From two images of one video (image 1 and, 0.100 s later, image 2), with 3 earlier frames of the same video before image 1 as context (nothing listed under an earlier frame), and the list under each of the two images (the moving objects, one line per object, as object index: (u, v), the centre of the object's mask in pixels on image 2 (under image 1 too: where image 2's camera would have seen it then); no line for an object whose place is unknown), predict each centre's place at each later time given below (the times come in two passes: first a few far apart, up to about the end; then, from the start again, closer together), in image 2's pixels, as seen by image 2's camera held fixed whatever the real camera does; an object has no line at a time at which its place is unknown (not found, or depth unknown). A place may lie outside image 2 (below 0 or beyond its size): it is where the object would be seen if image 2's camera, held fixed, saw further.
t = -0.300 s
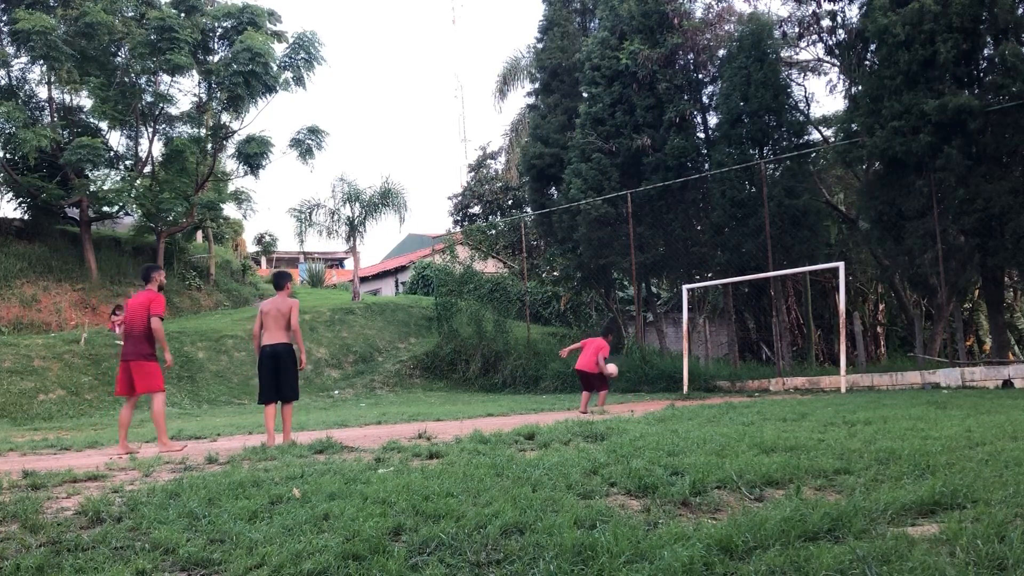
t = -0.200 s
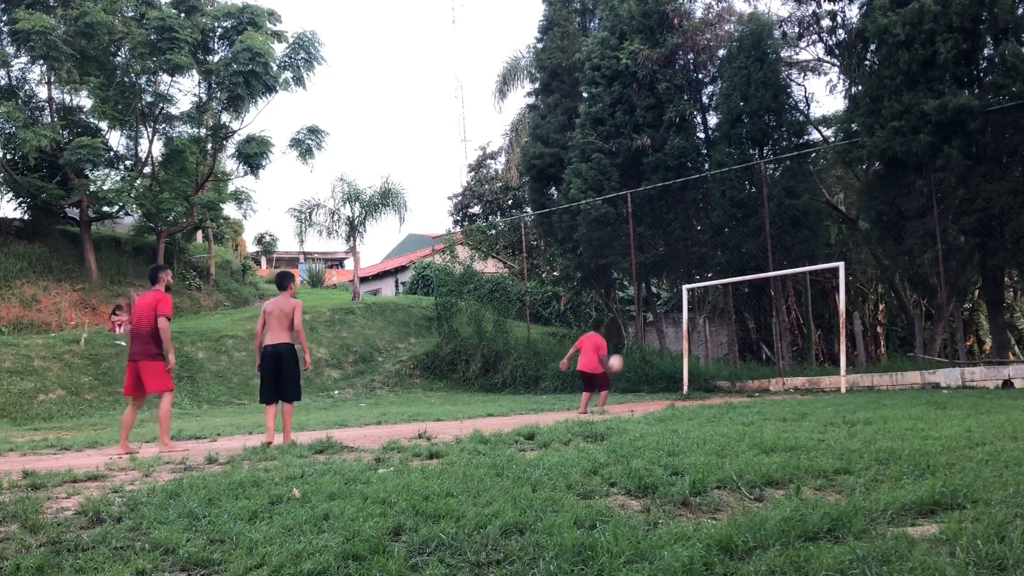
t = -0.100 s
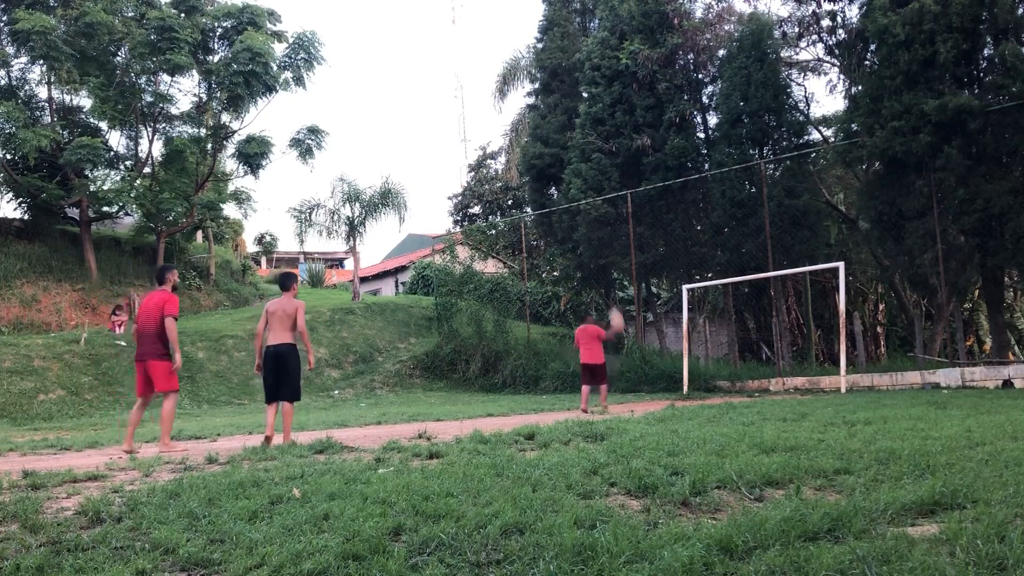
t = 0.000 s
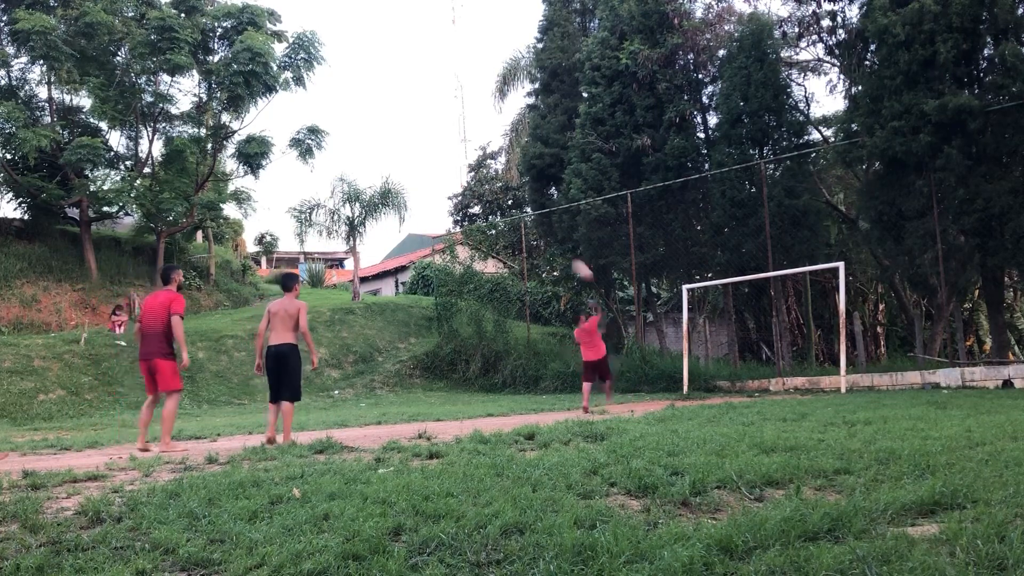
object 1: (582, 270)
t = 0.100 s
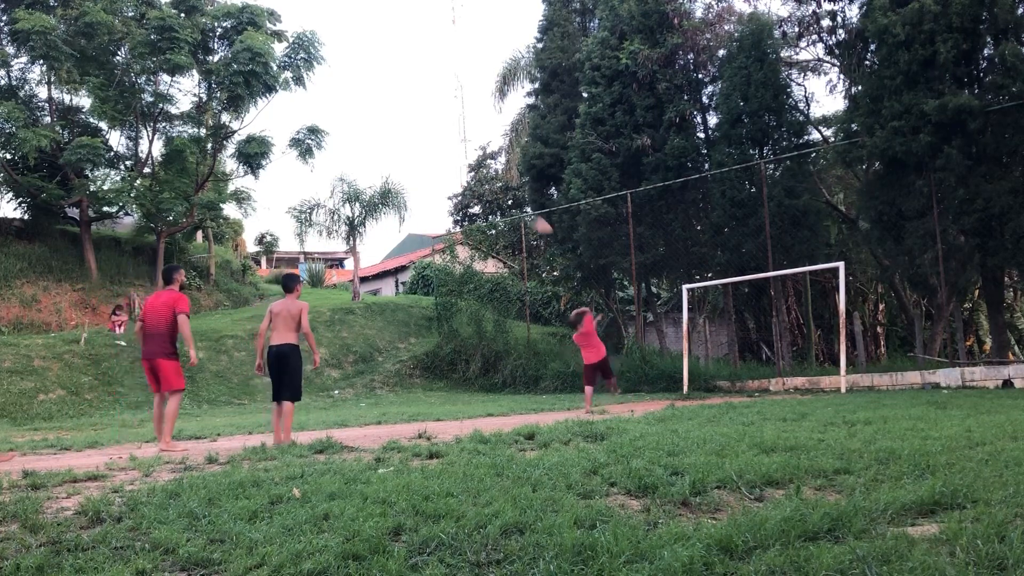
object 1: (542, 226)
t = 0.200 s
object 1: (501, 188)
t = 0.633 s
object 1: (306, 85)
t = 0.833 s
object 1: (211, 83)
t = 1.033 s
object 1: (99, 115)
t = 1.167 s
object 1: (14, 160)
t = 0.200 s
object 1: (501, 188)
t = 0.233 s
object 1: (487, 177)
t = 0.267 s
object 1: (475, 167)
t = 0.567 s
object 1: (341, 96)
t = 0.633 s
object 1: (306, 85)
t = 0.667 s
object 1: (293, 84)
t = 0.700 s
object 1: (276, 82)
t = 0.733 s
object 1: (261, 81)
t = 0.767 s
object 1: (244, 81)
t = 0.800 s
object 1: (227, 81)
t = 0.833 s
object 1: (211, 83)
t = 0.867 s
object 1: (192, 87)
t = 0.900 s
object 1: (172, 91)
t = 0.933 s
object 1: (155, 95)
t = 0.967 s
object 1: (135, 101)
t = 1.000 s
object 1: (118, 108)
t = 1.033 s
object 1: (99, 115)
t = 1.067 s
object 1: (77, 126)
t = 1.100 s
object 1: (56, 136)
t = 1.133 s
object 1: (36, 148)
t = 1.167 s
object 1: (14, 160)
